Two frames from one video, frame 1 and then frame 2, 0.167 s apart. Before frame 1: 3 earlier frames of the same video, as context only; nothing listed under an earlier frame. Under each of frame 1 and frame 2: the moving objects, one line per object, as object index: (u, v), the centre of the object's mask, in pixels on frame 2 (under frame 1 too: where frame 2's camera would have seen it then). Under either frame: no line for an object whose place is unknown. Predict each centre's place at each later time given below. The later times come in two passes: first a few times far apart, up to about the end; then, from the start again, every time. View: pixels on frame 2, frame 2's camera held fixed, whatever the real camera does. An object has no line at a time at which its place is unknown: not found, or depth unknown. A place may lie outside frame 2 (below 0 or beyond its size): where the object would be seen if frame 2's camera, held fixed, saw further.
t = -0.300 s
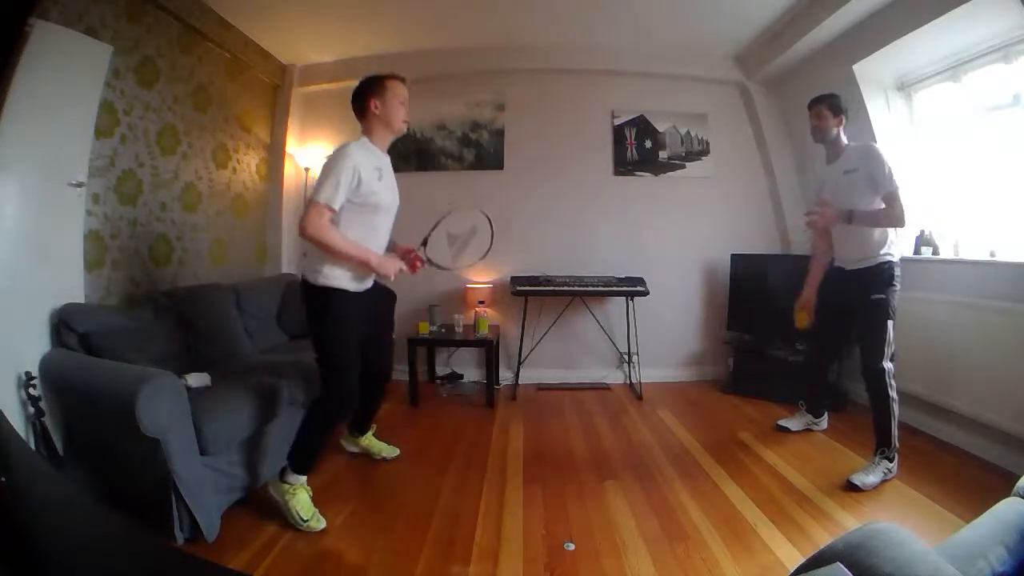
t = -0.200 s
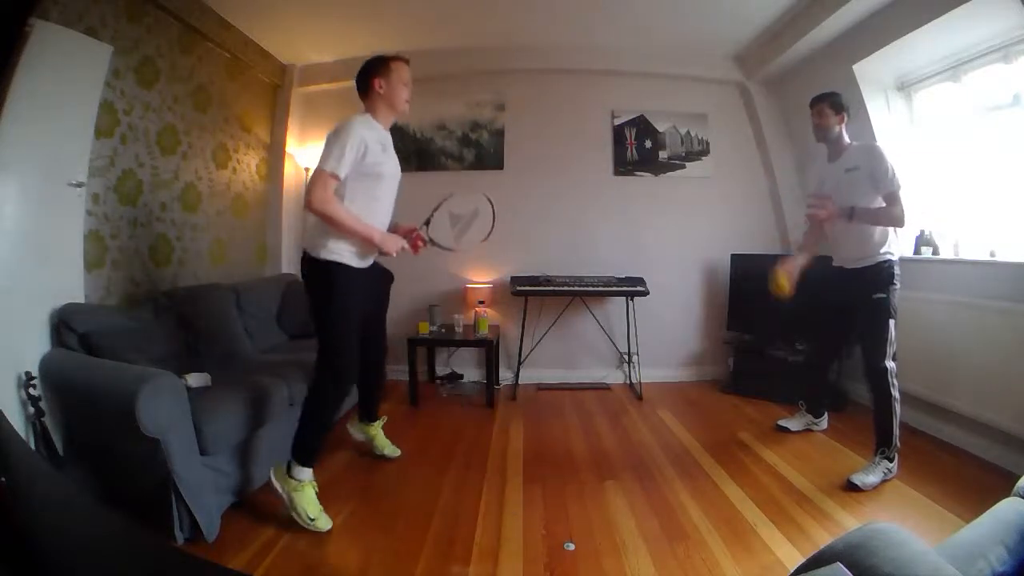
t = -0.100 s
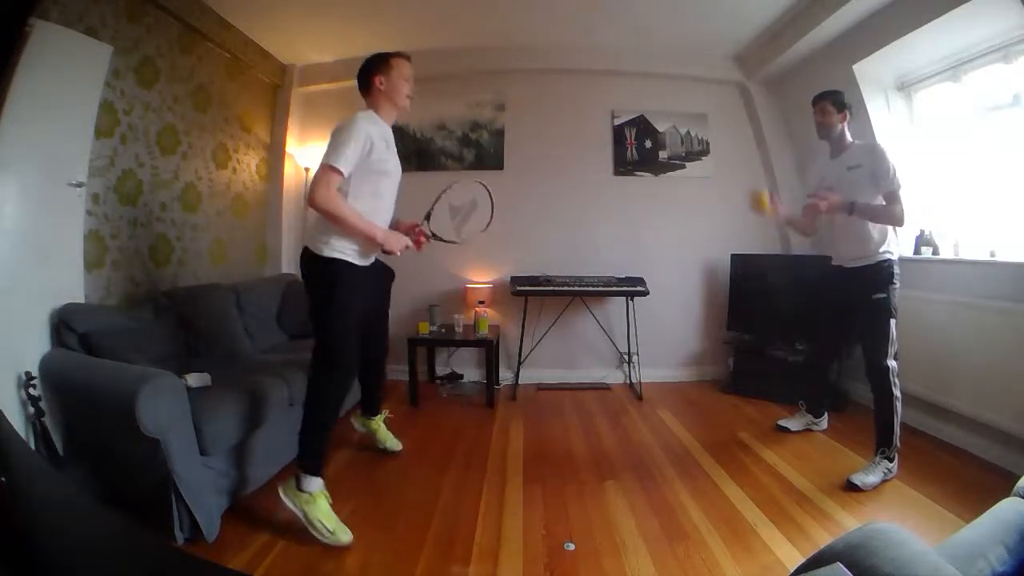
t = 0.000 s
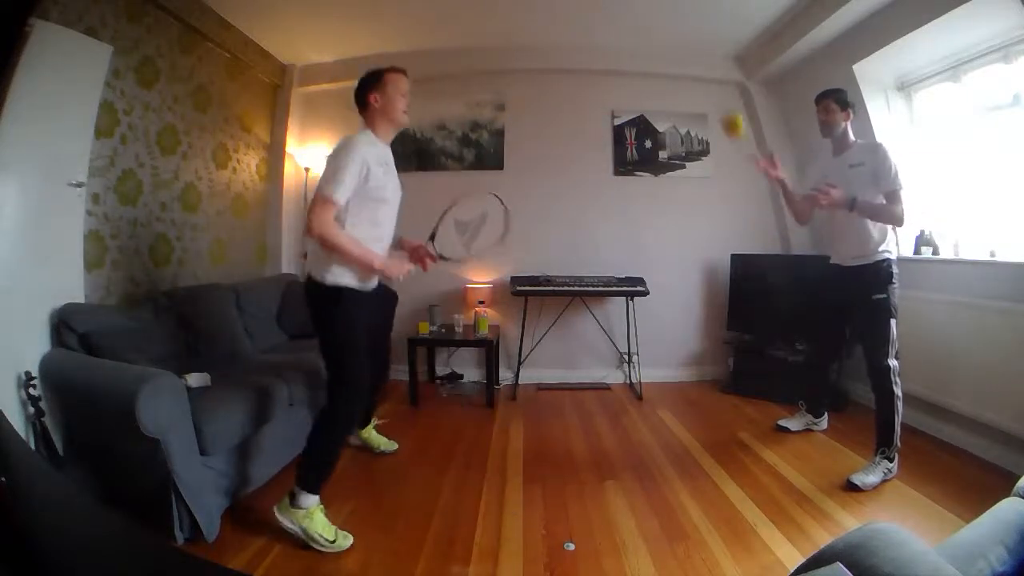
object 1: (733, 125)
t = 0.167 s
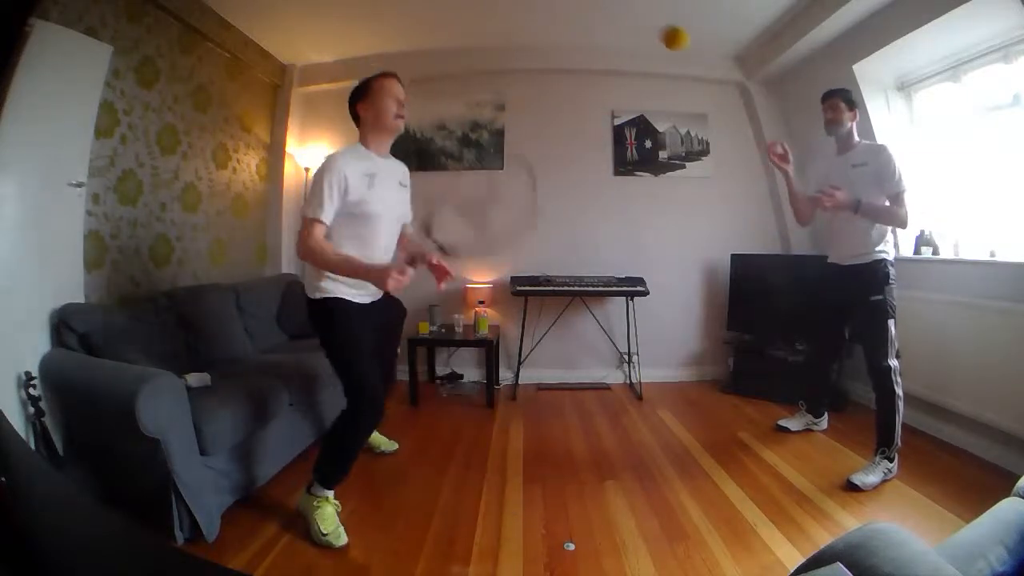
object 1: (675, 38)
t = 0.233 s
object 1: (646, 18)
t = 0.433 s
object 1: (527, 46)
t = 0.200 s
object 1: (661, 26)
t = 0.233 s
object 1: (646, 18)
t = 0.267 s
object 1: (630, 13)
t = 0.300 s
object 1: (613, 12)
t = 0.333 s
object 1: (594, 12)
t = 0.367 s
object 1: (574, 16)
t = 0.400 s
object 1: (551, 28)
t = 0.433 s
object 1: (527, 46)
